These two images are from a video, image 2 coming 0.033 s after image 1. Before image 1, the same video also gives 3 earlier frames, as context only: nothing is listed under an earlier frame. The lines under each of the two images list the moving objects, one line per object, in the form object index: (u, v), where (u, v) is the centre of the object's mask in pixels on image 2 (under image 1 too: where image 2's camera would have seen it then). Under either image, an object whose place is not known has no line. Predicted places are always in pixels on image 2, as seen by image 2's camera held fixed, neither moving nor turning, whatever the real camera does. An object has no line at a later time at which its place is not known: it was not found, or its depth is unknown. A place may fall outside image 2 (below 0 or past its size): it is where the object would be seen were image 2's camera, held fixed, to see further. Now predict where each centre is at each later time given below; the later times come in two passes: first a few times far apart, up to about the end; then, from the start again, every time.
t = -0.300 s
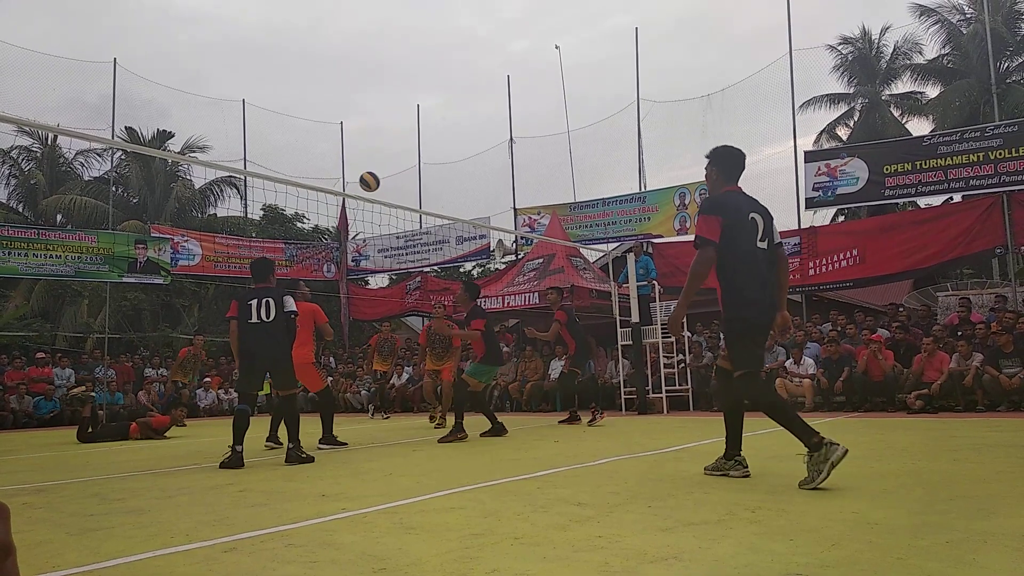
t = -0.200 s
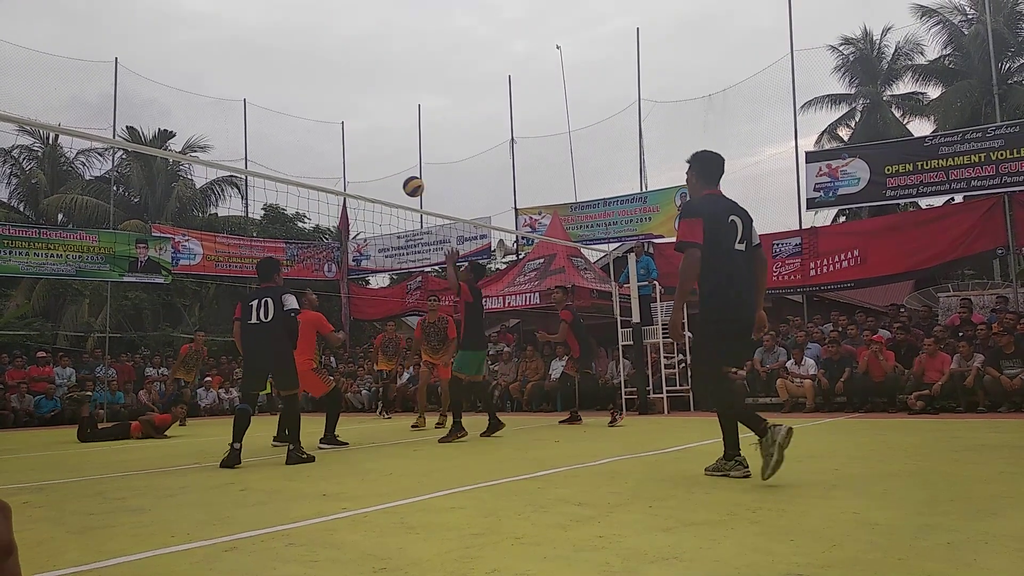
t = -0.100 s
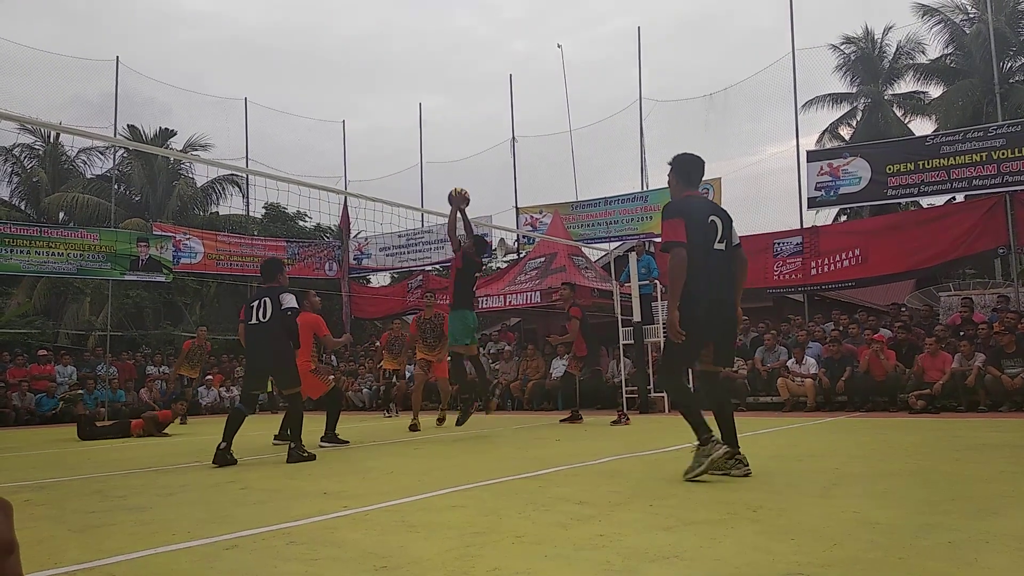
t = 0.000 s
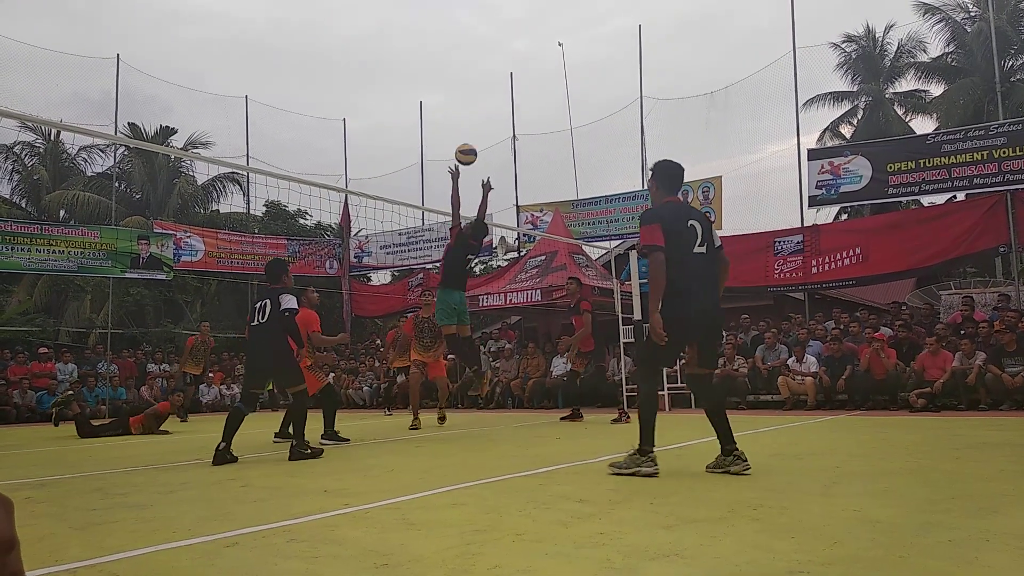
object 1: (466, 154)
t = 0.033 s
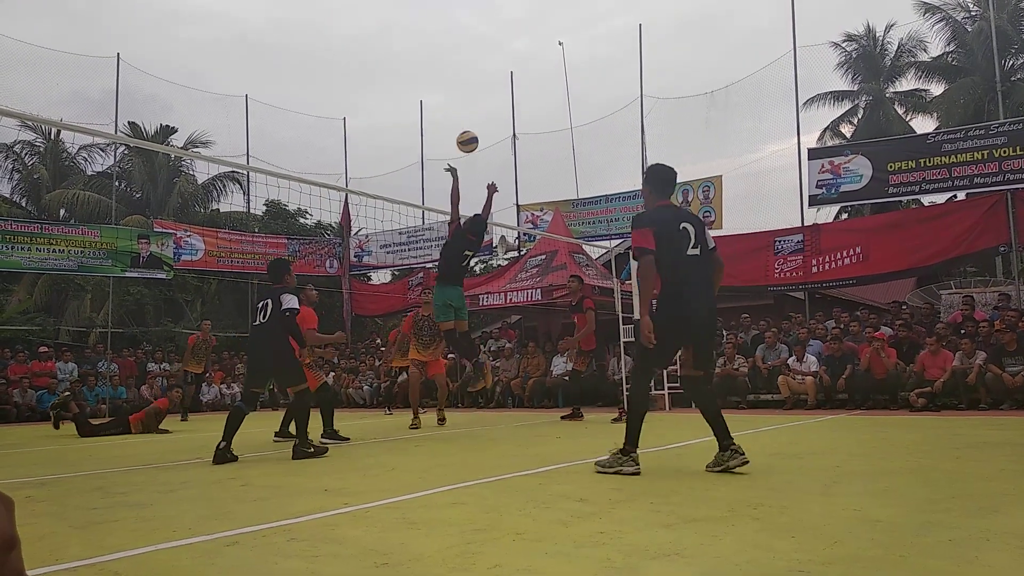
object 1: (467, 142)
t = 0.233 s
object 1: (475, 92)
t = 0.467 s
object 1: (486, 85)
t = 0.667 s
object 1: (497, 122)
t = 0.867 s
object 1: (509, 203)
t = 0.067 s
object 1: (469, 131)
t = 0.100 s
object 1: (470, 121)
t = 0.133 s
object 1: (471, 112)
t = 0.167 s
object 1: (473, 104)
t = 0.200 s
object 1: (474, 98)
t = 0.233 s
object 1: (475, 92)
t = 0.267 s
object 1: (477, 88)
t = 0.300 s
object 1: (478, 85)
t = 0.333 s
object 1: (480, 82)
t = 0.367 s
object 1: (482, 81)
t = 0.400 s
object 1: (483, 81)
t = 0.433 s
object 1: (485, 82)
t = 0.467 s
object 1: (486, 85)
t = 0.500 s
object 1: (488, 88)
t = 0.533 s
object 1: (490, 92)
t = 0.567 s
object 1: (491, 98)
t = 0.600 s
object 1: (493, 105)
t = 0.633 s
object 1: (495, 113)
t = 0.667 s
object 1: (497, 122)
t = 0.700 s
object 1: (499, 133)
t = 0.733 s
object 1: (501, 144)
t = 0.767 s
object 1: (503, 157)
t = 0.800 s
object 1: (505, 171)
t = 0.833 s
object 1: (507, 186)
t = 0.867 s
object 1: (509, 203)
